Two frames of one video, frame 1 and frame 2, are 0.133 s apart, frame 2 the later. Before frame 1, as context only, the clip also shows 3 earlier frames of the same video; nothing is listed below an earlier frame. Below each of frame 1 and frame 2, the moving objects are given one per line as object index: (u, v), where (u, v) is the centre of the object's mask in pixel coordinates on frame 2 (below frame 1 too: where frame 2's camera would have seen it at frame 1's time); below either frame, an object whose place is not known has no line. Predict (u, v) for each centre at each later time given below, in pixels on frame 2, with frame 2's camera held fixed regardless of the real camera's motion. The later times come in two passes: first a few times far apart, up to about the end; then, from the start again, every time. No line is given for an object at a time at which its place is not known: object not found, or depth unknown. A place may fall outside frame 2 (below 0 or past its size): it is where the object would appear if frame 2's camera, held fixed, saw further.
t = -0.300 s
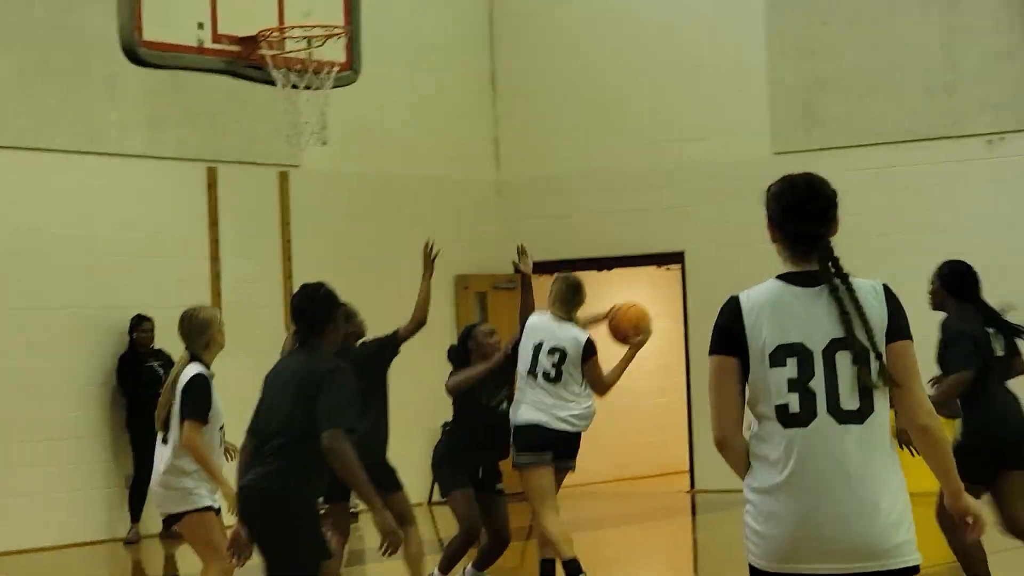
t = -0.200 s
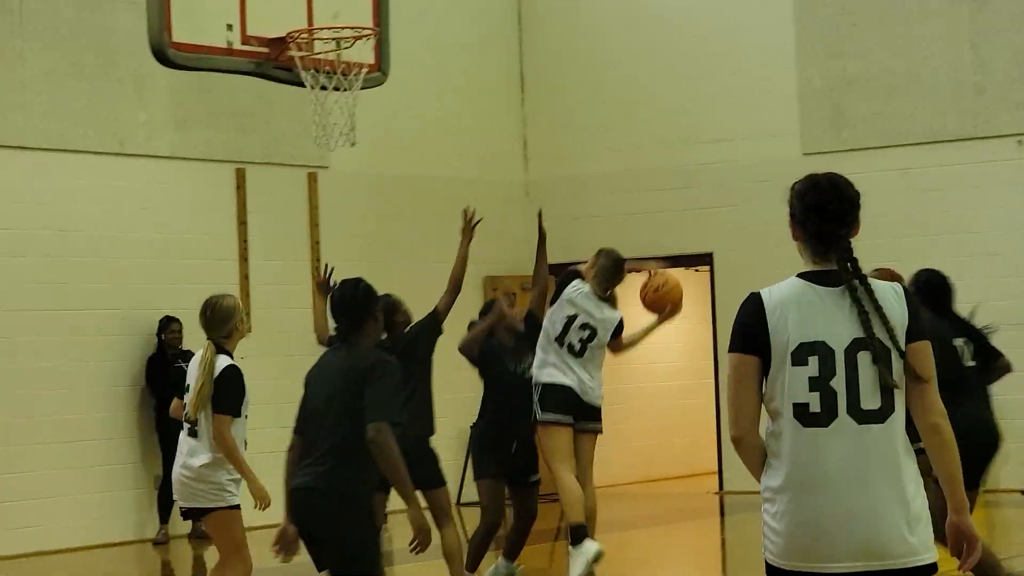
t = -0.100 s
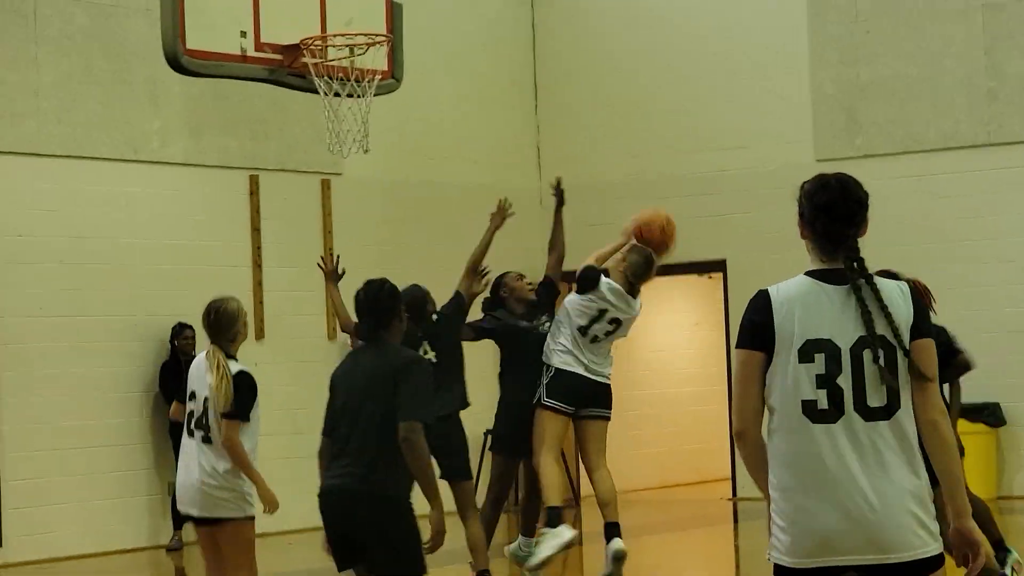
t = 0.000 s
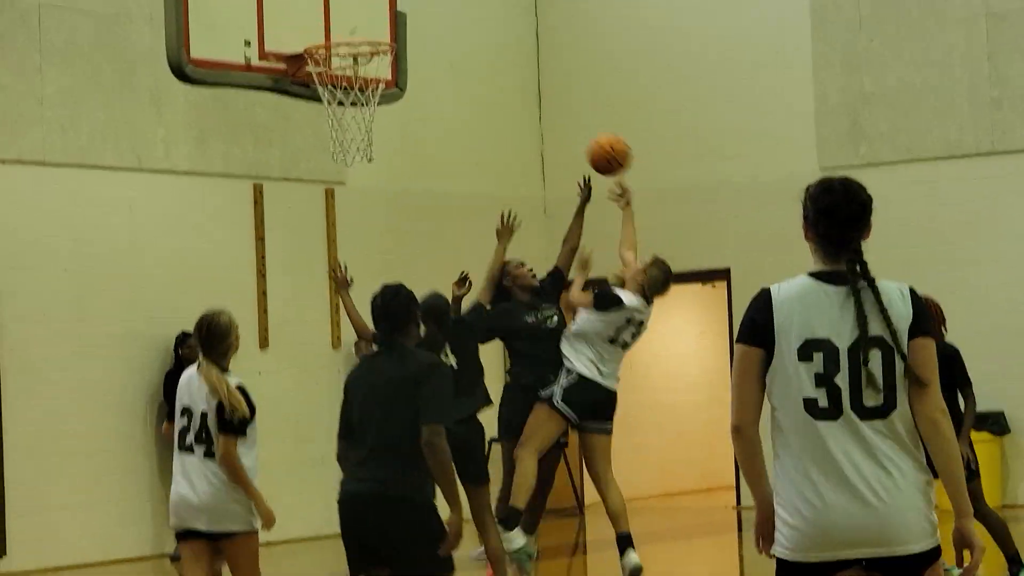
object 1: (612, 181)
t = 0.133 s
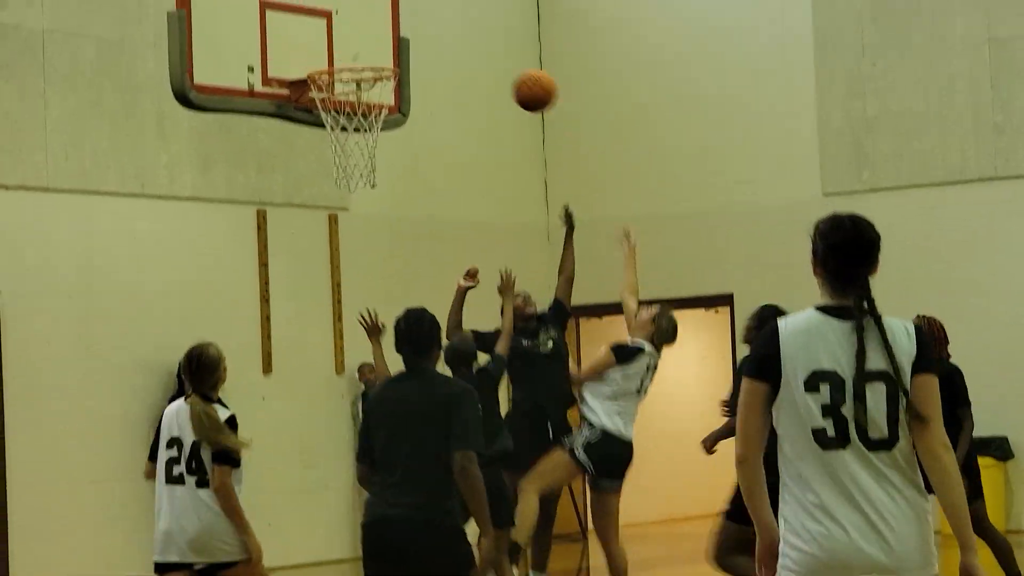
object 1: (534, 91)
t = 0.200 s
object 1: (496, 57)
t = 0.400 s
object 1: (382, 3)
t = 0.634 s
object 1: (294, 18)
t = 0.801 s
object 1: (314, 70)
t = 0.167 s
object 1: (515, 73)
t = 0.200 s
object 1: (496, 57)
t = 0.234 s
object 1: (477, 43)
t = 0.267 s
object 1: (458, 31)
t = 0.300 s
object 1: (439, 21)
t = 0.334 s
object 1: (420, 13)
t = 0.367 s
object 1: (401, 7)
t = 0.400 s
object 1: (382, 3)
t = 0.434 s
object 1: (363, 0)
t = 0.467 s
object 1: (345, 0)
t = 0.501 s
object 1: (325, 2)
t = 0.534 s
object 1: (306, 6)
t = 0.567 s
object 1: (288, 12)
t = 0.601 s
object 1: (290, 14)
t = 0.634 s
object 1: (294, 18)
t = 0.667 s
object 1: (298, 25)
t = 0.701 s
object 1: (302, 32)
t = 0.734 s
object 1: (305, 42)
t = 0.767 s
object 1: (310, 55)
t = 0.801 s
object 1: (314, 70)
